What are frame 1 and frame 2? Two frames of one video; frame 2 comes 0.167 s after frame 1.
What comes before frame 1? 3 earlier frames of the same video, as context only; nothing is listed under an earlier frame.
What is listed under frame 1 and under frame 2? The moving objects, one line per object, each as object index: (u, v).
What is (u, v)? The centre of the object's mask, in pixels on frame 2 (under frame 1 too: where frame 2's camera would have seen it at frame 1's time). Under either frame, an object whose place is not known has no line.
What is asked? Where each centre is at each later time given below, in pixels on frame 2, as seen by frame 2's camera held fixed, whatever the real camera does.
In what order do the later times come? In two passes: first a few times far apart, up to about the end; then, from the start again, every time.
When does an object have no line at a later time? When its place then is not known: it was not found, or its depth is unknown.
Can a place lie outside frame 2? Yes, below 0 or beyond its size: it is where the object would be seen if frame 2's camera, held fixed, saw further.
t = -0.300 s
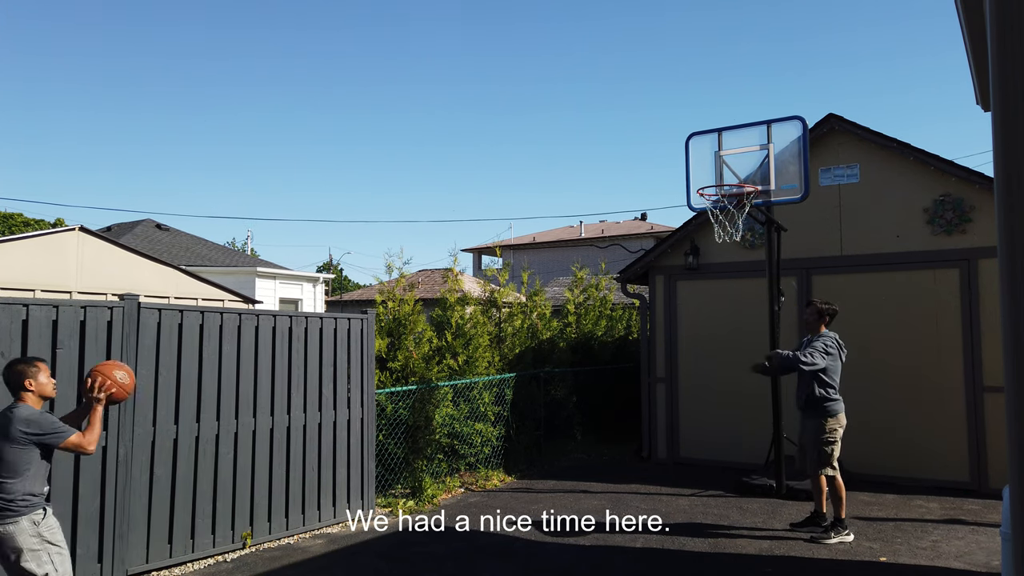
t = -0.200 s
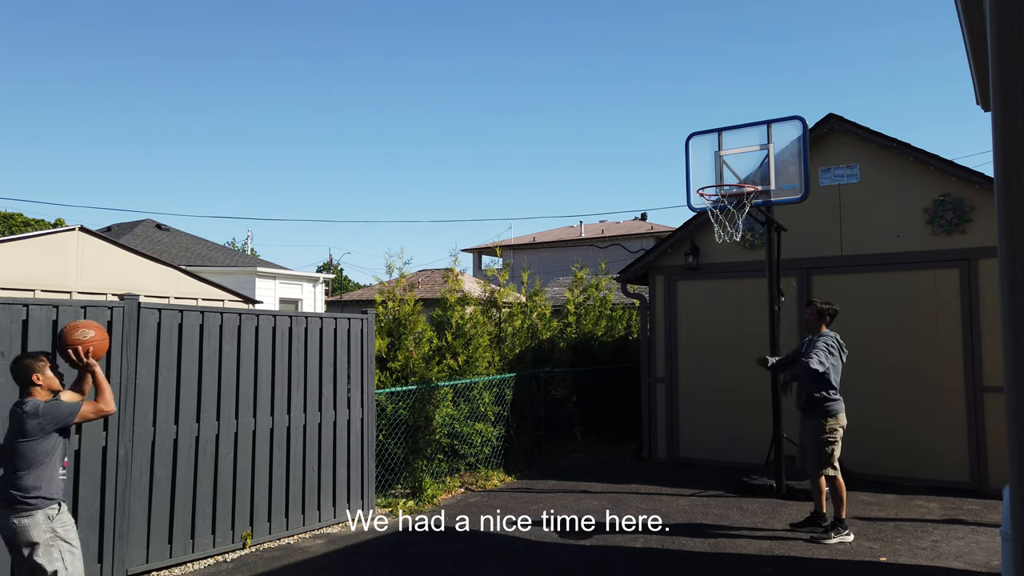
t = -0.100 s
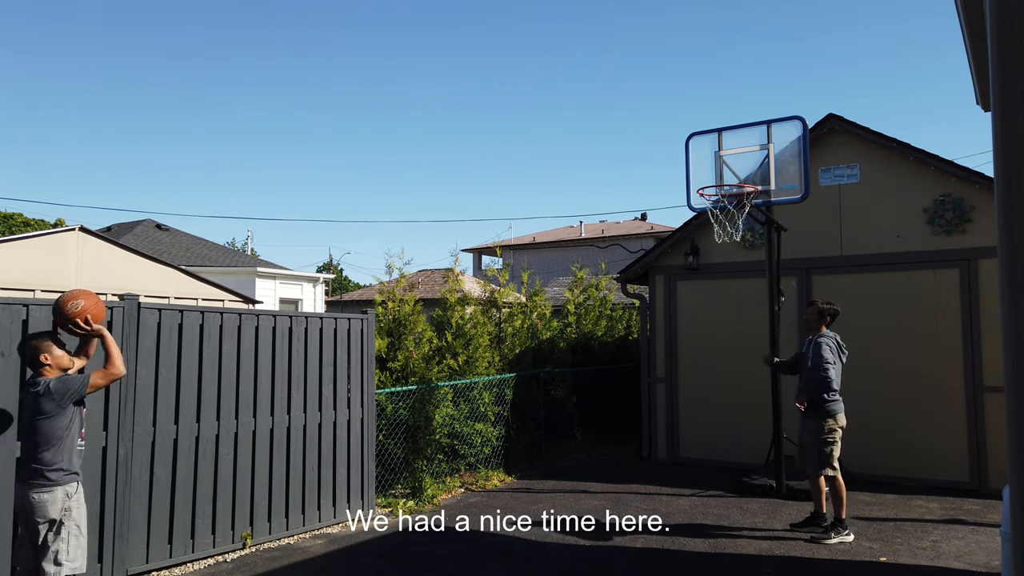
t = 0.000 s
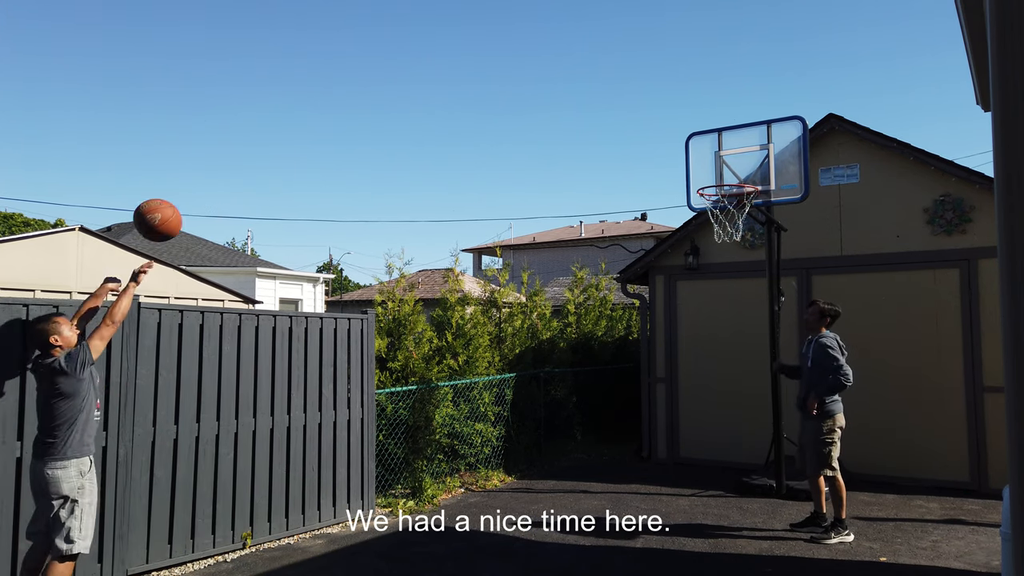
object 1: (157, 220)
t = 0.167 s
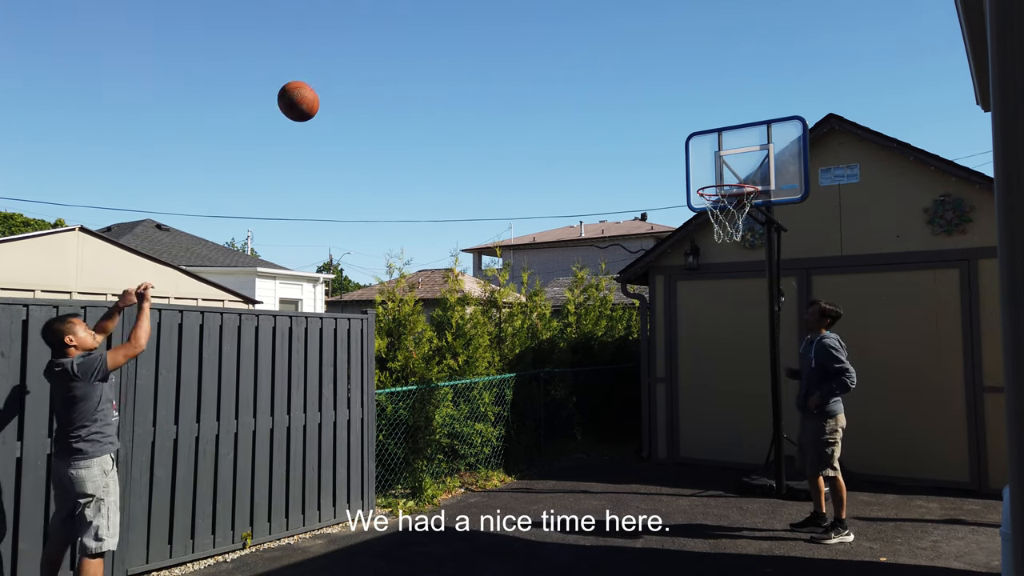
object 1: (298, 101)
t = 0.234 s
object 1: (347, 71)
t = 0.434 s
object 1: (475, 28)
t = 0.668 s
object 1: (598, 50)
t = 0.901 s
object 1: (701, 130)
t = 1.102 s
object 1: (747, 136)
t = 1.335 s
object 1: (762, 58)
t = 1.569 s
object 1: (780, 39)
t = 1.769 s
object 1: (797, 73)
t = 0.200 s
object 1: (323, 85)
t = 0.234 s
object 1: (347, 71)
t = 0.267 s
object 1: (370, 59)
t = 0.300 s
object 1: (393, 49)
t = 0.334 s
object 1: (414, 42)
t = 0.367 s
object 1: (435, 36)
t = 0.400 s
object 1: (456, 31)
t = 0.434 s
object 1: (475, 28)
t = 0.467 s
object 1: (494, 27)
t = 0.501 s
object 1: (513, 28)
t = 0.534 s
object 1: (531, 30)
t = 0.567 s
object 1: (548, 33)
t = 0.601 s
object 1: (566, 37)
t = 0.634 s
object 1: (582, 43)
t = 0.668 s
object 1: (598, 50)
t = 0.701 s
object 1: (614, 58)
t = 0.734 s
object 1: (629, 67)
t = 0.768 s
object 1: (644, 78)
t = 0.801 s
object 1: (659, 89)
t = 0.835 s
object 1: (673, 102)
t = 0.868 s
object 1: (687, 115)
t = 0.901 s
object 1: (701, 130)
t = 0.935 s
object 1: (714, 145)
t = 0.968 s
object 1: (727, 162)
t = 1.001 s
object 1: (739, 178)
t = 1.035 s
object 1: (743, 168)
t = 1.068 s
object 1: (745, 151)
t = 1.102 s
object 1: (747, 136)
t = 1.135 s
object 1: (749, 121)
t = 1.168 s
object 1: (751, 108)
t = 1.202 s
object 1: (753, 96)
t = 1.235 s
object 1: (755, 85)
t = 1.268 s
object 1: (758, 75)
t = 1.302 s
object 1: (760, 66)
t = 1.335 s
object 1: (762, 58)
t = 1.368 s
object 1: (765, 52)
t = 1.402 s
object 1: (767, 46)
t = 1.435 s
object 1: (770, 42)
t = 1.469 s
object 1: (772, 40)
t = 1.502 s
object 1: (775, 38)
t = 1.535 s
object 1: (777, 38)
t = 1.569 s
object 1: (780, 39)
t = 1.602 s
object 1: (783, 41)
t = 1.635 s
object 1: (785, 45)
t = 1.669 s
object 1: (788, 50)
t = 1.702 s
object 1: (791, 56)
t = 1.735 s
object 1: (794, 64)
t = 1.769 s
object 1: (797, 73)
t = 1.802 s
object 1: (800, 84)
